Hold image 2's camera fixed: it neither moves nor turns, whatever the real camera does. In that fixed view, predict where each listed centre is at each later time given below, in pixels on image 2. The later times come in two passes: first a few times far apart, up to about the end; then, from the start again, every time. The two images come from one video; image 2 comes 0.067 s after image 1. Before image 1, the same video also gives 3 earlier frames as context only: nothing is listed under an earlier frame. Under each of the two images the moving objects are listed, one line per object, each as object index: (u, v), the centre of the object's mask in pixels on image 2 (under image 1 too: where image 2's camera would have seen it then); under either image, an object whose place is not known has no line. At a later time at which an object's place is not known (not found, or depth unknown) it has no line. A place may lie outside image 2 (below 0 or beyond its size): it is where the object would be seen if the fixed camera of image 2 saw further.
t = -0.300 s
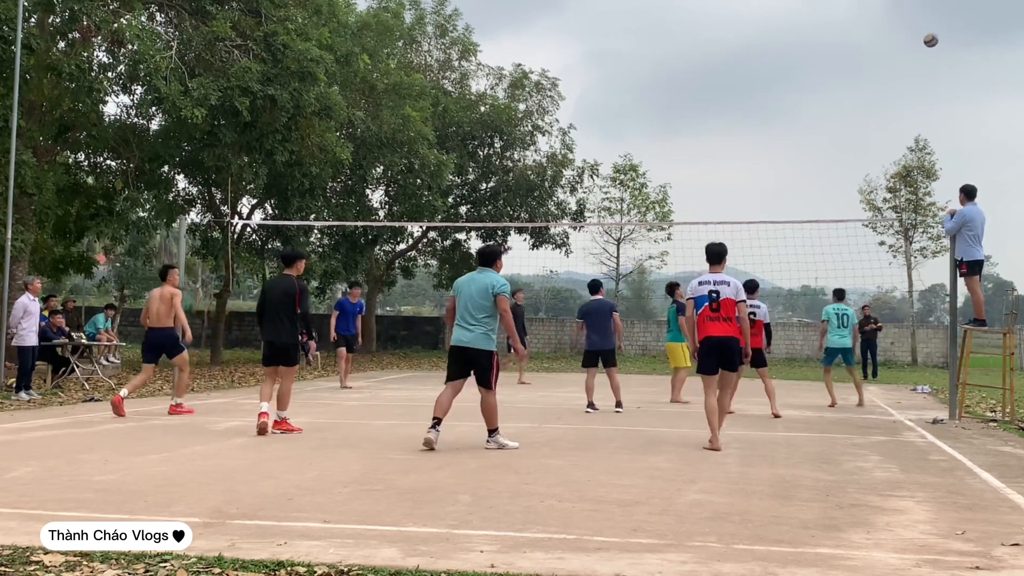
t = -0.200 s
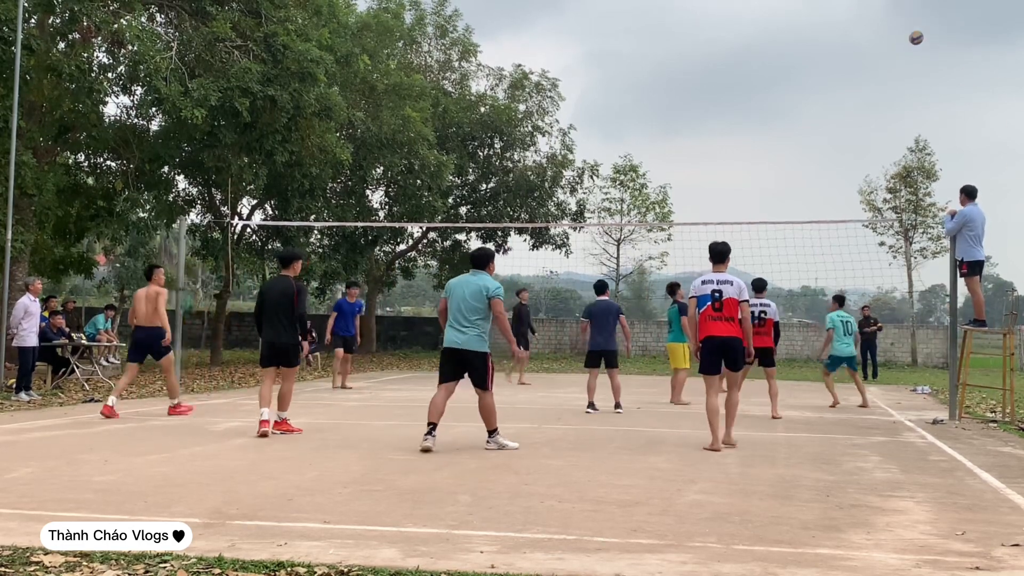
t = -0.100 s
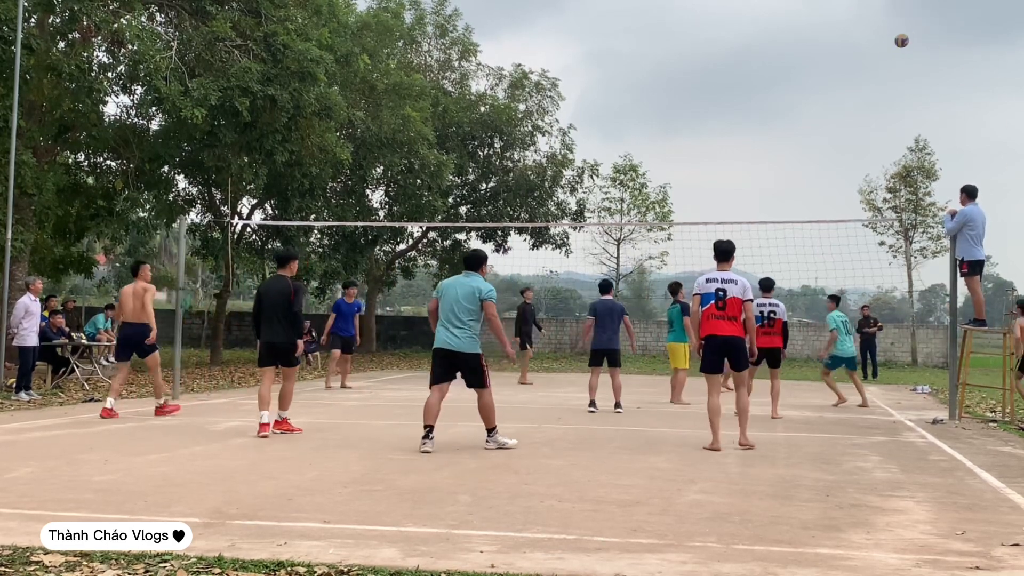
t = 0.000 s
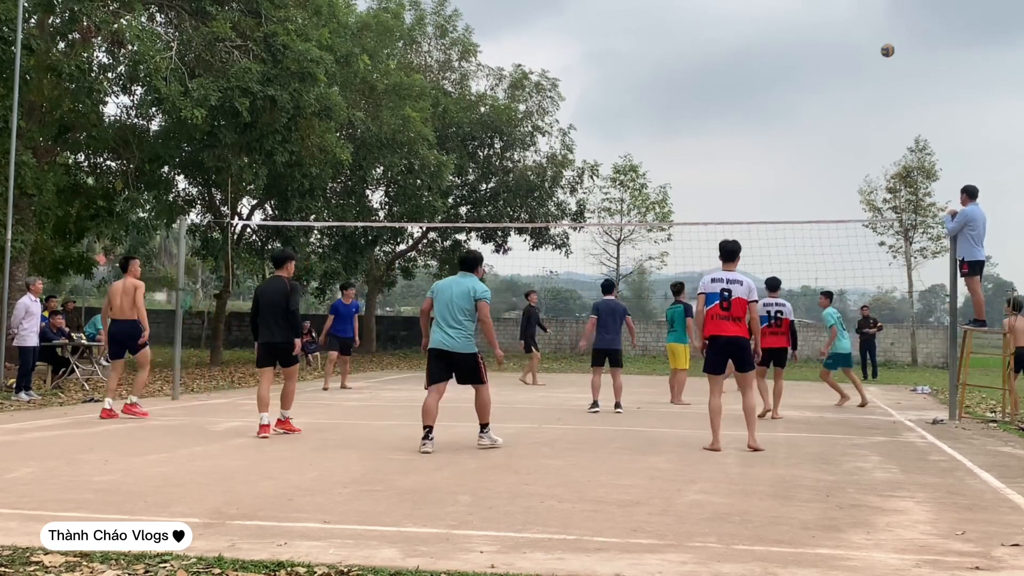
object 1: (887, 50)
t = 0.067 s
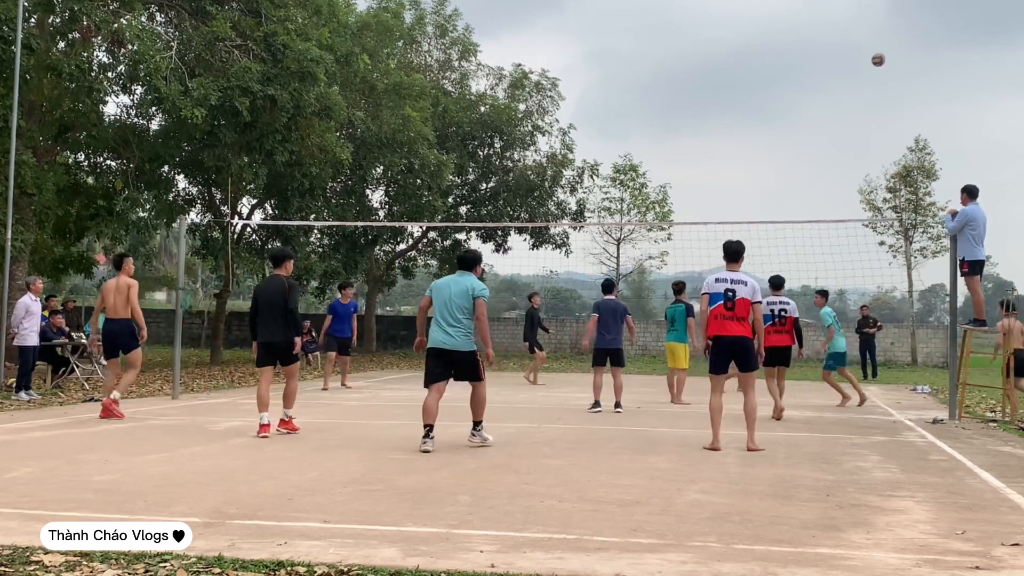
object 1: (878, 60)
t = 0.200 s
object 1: (860, 86)
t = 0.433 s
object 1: (830, 156)
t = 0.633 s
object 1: (806, 235)
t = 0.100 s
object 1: (874, 65)
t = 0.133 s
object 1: (869, 72)
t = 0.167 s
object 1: (865, 79)
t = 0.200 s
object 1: (860, 86)
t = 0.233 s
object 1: (856, 95)
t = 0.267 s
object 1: (851, 103)
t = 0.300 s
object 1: (847, 113)
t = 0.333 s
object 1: (843, 123)
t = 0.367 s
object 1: (838, 133)
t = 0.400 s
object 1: (834, 144)
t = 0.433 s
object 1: (830, 156)
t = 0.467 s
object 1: (826, 168)
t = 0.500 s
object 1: (822, 180)
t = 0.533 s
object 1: (818, 193)
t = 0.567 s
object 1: (814, 206)
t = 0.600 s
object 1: (810, 220)
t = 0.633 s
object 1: (806, 235)
